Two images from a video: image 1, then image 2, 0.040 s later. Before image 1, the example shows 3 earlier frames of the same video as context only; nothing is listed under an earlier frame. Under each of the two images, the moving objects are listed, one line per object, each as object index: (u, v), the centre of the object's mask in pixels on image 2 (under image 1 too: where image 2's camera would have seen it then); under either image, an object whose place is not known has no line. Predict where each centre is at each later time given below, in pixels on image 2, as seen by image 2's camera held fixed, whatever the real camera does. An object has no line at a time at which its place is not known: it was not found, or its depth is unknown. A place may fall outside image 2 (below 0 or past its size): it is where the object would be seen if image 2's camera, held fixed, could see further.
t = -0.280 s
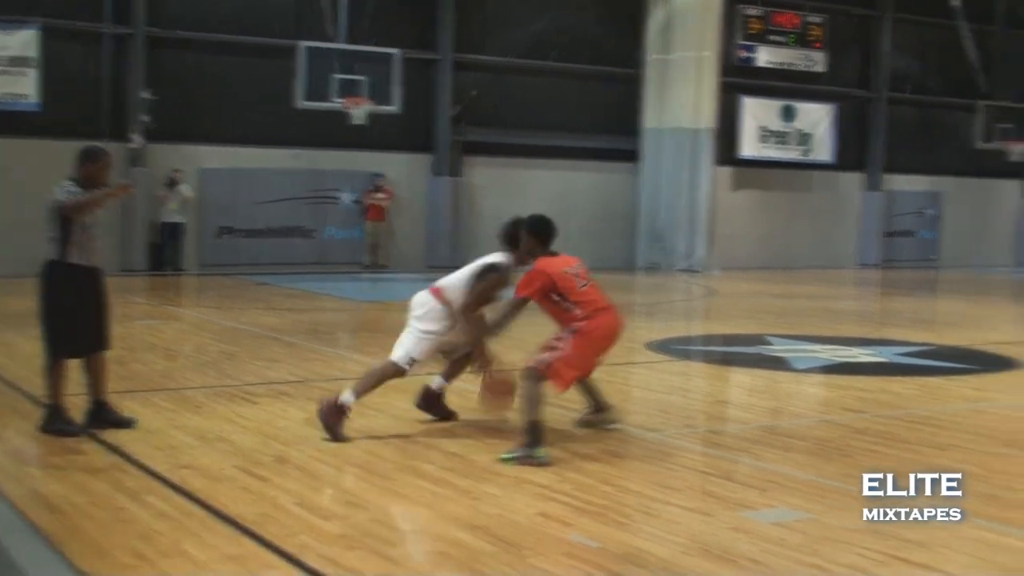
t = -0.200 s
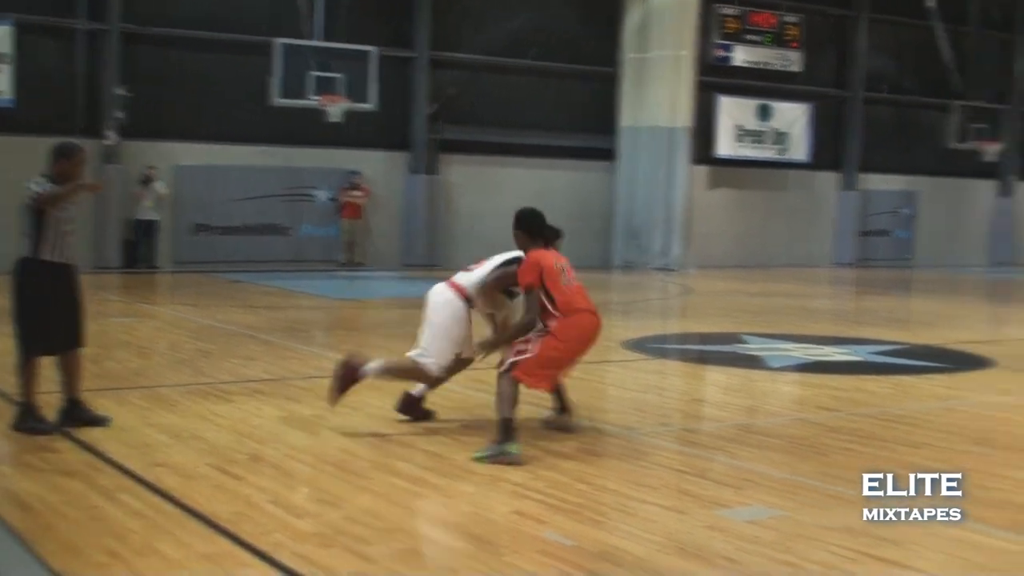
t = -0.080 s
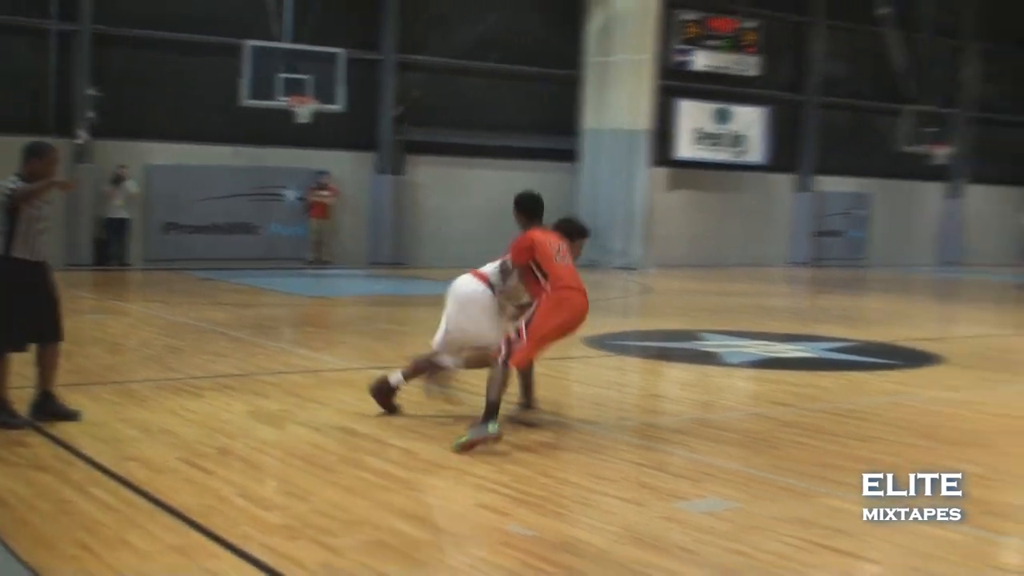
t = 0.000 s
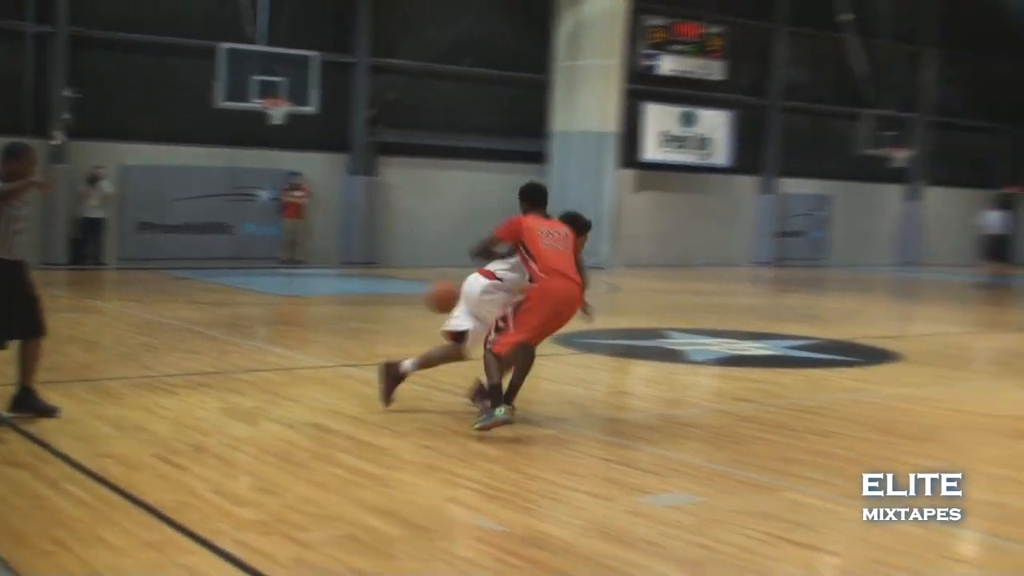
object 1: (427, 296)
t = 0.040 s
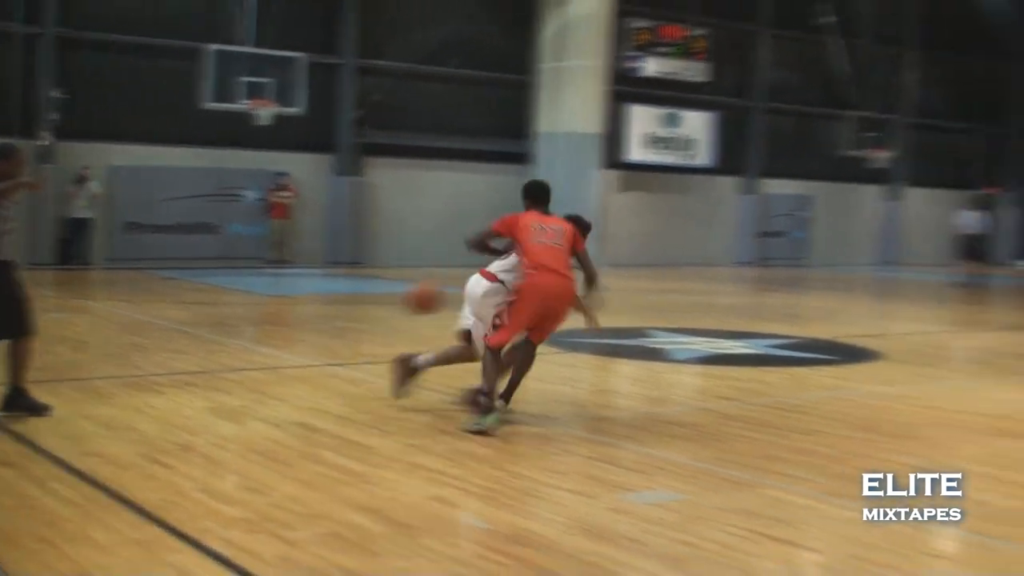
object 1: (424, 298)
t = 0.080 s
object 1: (418, 303)
